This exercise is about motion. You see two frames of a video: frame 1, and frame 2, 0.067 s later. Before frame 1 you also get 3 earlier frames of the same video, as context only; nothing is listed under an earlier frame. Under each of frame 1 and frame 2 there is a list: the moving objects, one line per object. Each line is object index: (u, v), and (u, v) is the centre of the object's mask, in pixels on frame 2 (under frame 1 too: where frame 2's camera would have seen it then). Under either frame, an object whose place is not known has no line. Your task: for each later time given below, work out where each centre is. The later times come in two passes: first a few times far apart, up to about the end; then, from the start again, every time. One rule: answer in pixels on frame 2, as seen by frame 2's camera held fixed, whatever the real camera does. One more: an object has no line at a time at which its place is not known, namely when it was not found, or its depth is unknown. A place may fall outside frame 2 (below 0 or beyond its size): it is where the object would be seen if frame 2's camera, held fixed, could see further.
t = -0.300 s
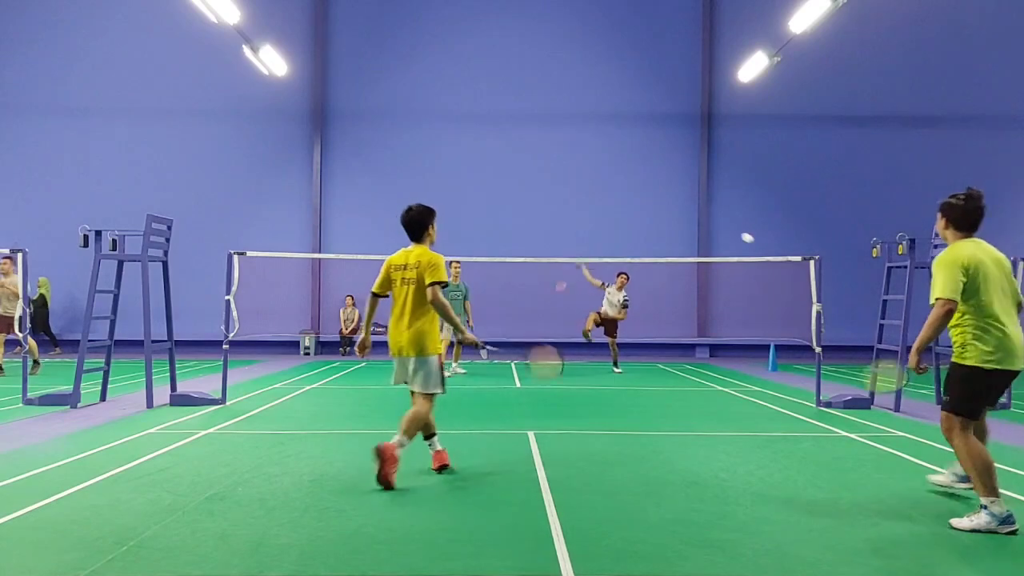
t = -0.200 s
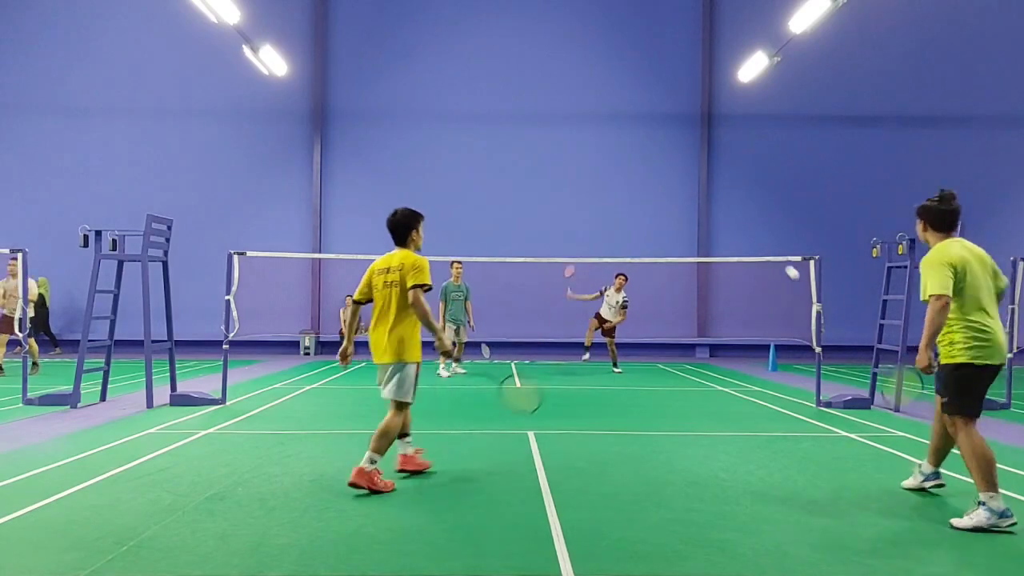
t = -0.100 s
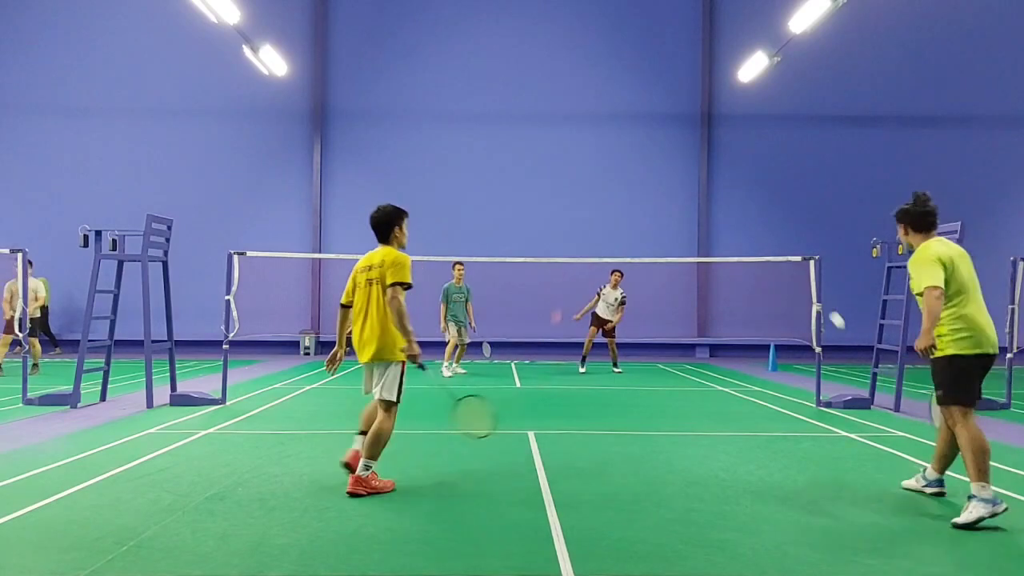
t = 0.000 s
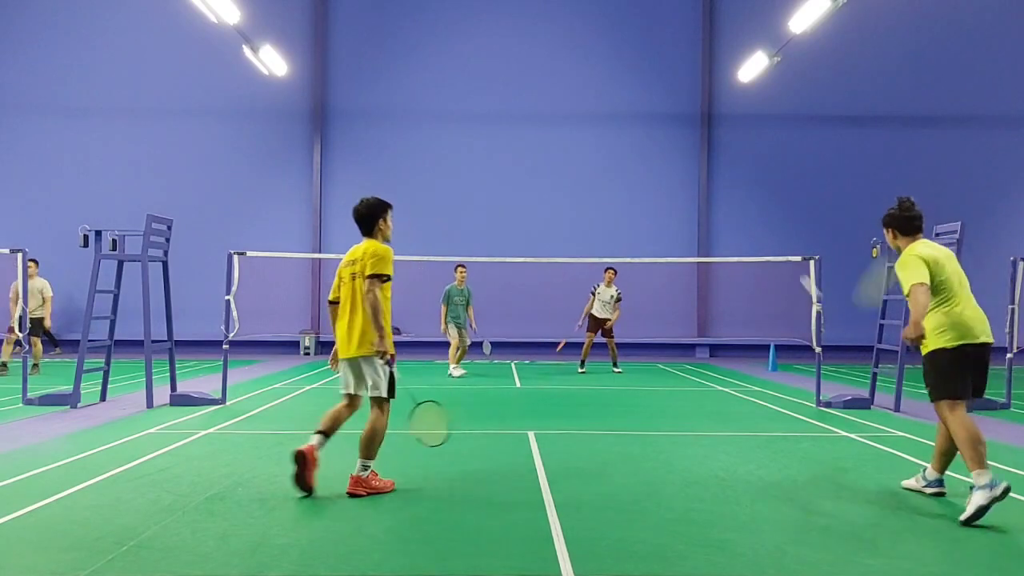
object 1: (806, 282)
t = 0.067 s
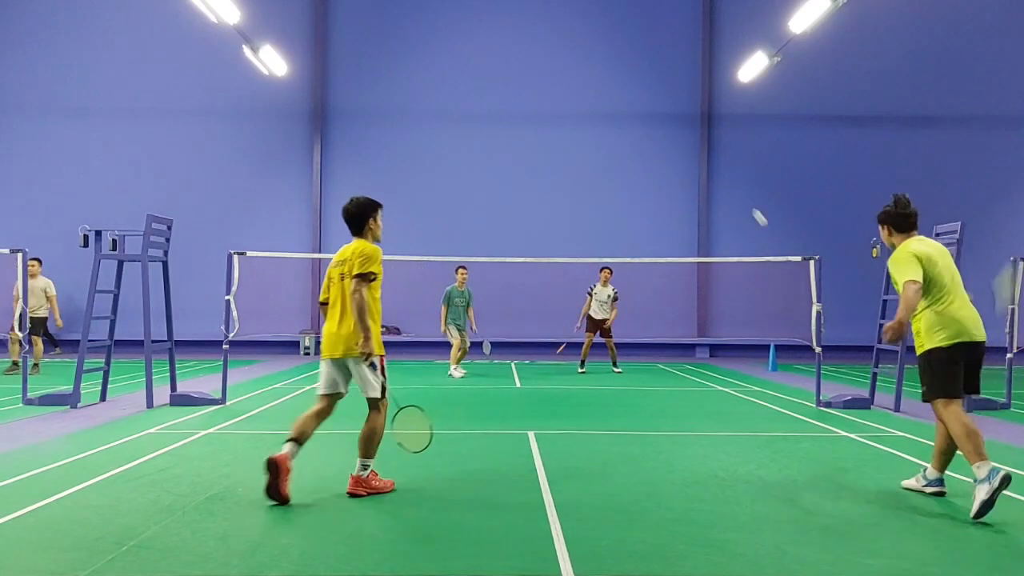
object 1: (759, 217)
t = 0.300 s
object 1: (690, 144)
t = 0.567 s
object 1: (661, 151)
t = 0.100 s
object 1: (743, 196)
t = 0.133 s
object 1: (729, 180)
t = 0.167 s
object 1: (719, 169)
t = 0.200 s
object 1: (710, 159)
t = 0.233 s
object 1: (702, 153)
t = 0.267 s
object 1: (695, 148)
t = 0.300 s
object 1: (690, 144)
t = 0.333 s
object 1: (685, 143)
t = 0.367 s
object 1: (680, 141)
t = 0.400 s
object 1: (676, 141)
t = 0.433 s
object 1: (673, 142)
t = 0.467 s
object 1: (670, 143)
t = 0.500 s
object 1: (667, 145)
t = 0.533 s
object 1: (664, 148)
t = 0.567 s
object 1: (661, 151)
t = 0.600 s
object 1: (659, 154)
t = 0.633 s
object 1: (657, 159)
